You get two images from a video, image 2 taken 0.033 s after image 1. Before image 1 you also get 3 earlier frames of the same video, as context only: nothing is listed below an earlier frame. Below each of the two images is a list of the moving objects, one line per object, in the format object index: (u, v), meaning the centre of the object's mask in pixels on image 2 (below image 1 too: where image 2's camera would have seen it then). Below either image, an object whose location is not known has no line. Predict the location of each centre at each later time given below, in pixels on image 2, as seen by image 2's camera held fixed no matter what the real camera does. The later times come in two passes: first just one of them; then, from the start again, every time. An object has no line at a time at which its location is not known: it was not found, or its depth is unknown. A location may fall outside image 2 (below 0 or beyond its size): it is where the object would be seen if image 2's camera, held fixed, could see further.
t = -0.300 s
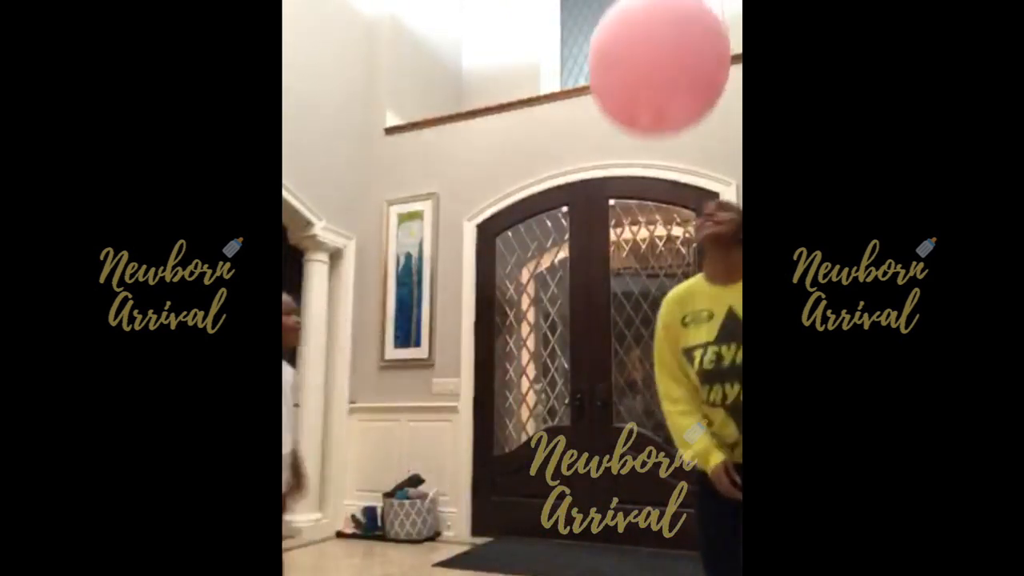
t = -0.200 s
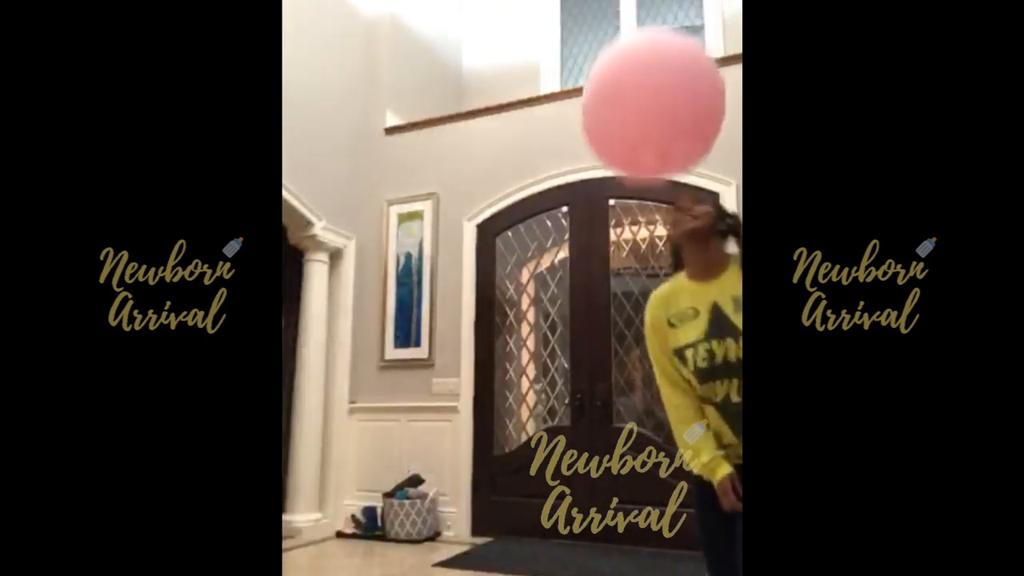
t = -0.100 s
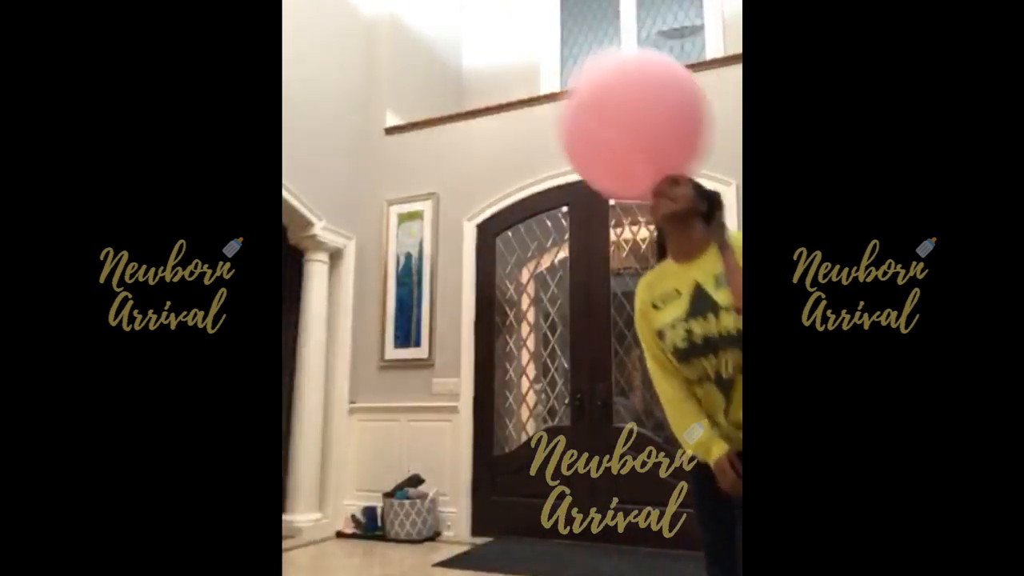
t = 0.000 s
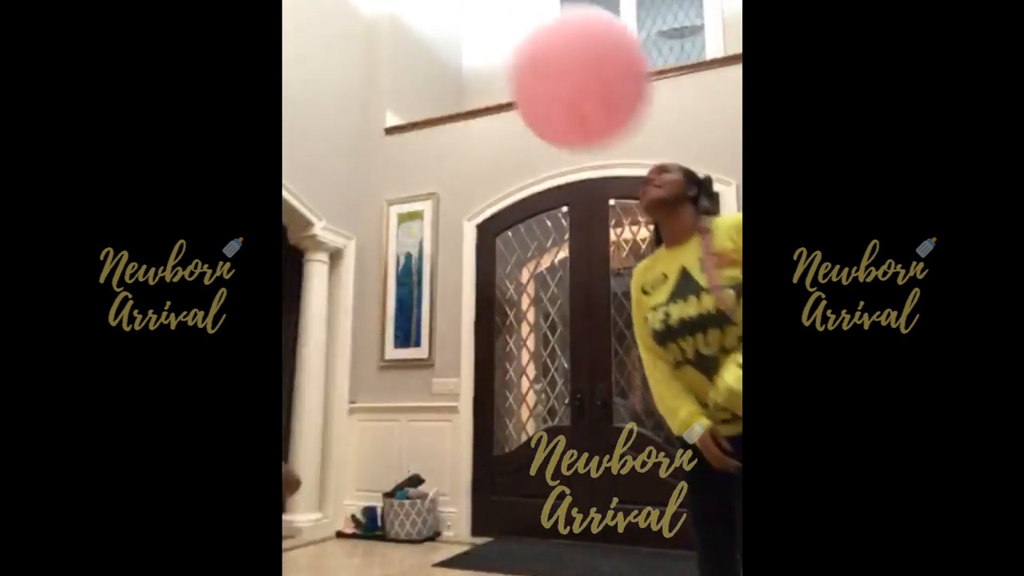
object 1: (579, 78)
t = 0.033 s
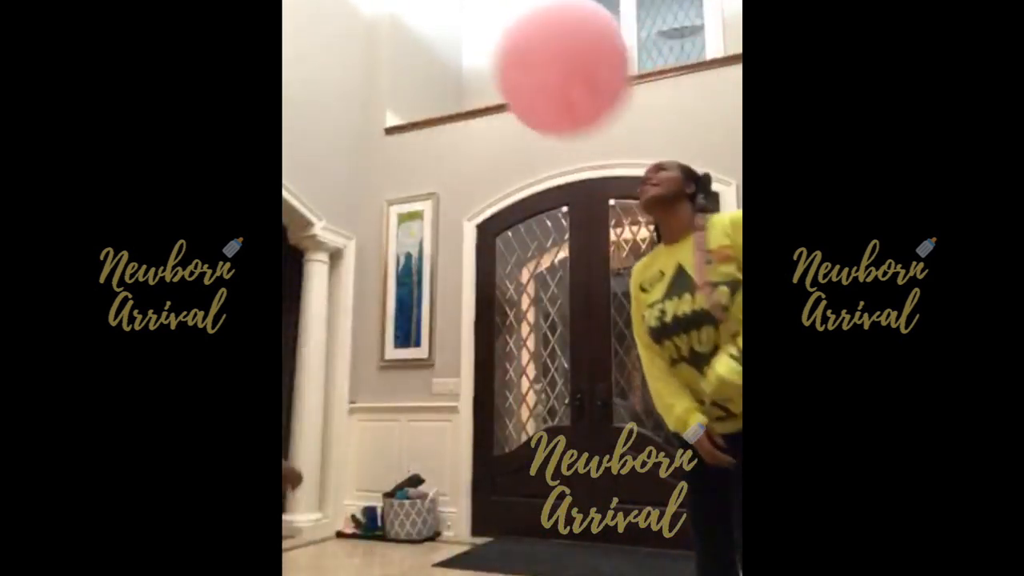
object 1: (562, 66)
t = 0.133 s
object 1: (520, 44)
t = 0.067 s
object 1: (548, 57)
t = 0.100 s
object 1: (533, 50)
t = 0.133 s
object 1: (520, 44)
